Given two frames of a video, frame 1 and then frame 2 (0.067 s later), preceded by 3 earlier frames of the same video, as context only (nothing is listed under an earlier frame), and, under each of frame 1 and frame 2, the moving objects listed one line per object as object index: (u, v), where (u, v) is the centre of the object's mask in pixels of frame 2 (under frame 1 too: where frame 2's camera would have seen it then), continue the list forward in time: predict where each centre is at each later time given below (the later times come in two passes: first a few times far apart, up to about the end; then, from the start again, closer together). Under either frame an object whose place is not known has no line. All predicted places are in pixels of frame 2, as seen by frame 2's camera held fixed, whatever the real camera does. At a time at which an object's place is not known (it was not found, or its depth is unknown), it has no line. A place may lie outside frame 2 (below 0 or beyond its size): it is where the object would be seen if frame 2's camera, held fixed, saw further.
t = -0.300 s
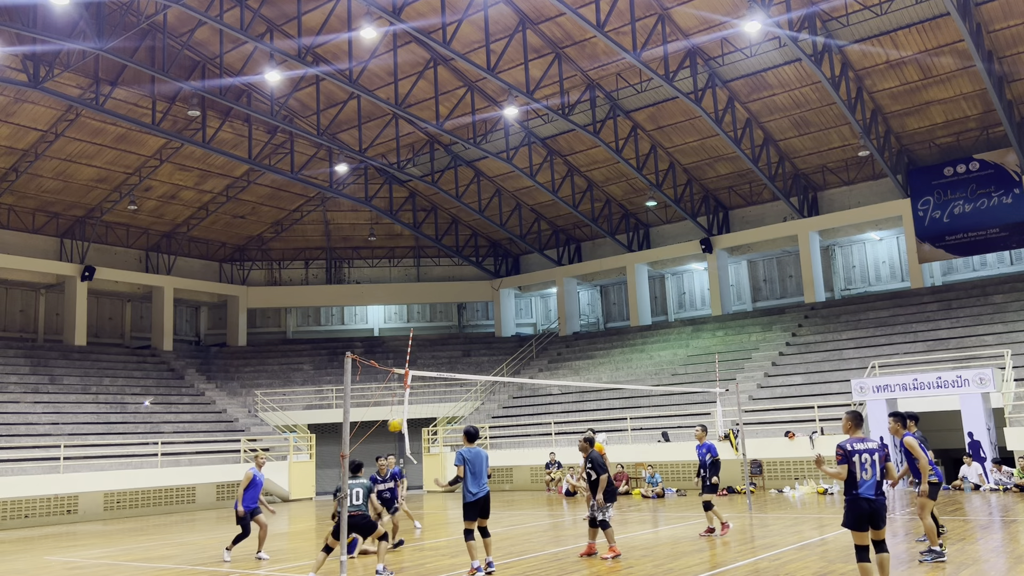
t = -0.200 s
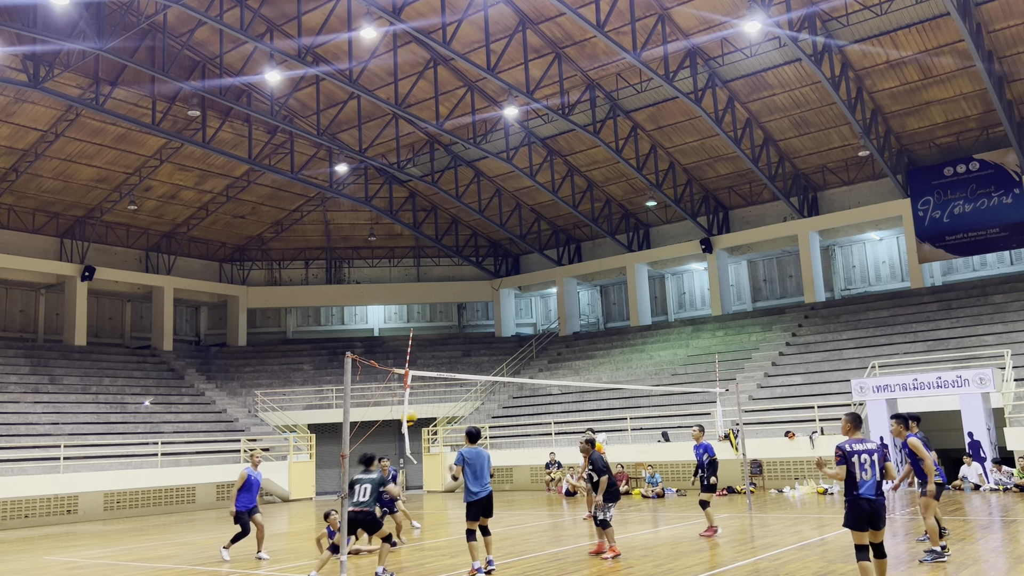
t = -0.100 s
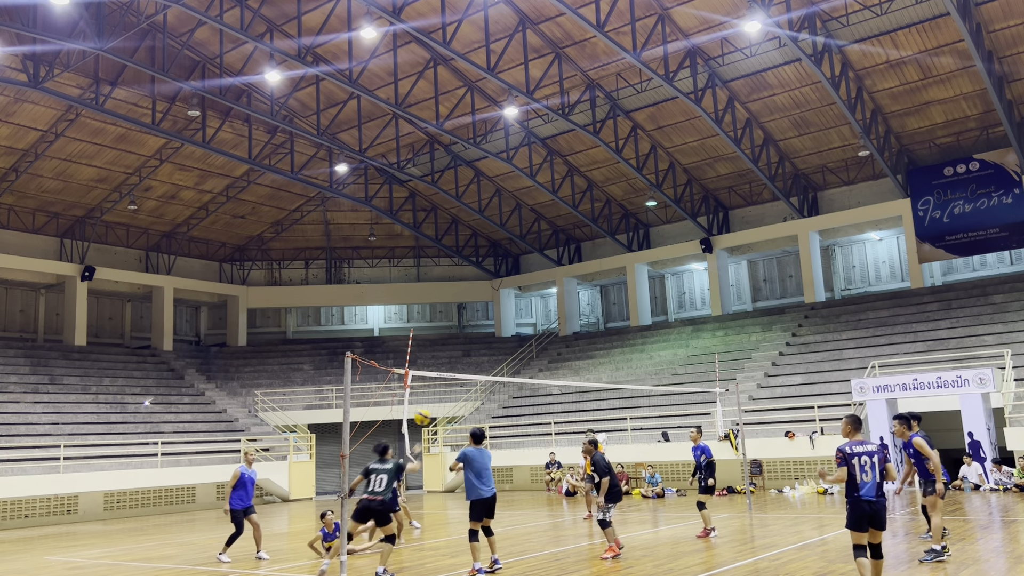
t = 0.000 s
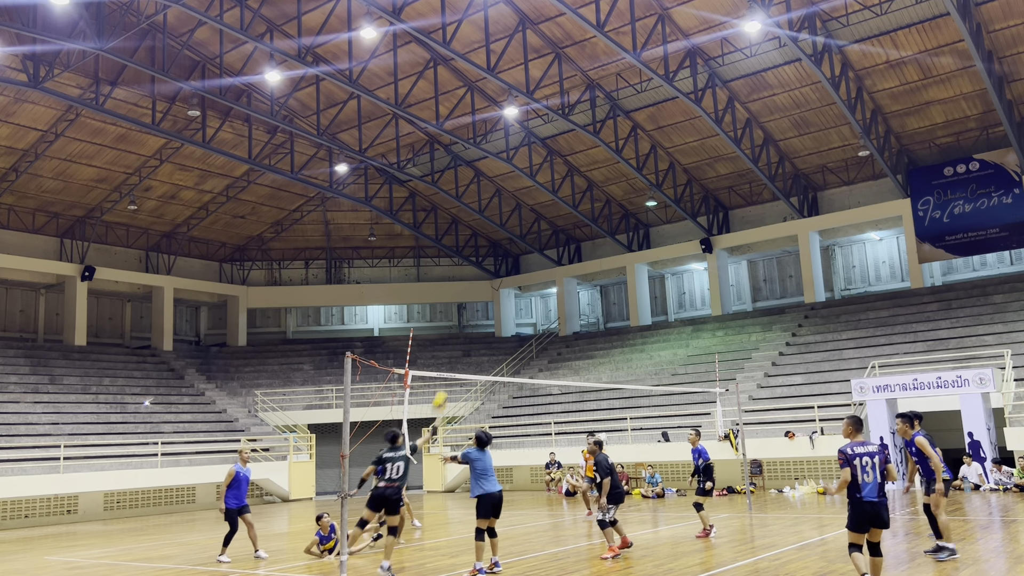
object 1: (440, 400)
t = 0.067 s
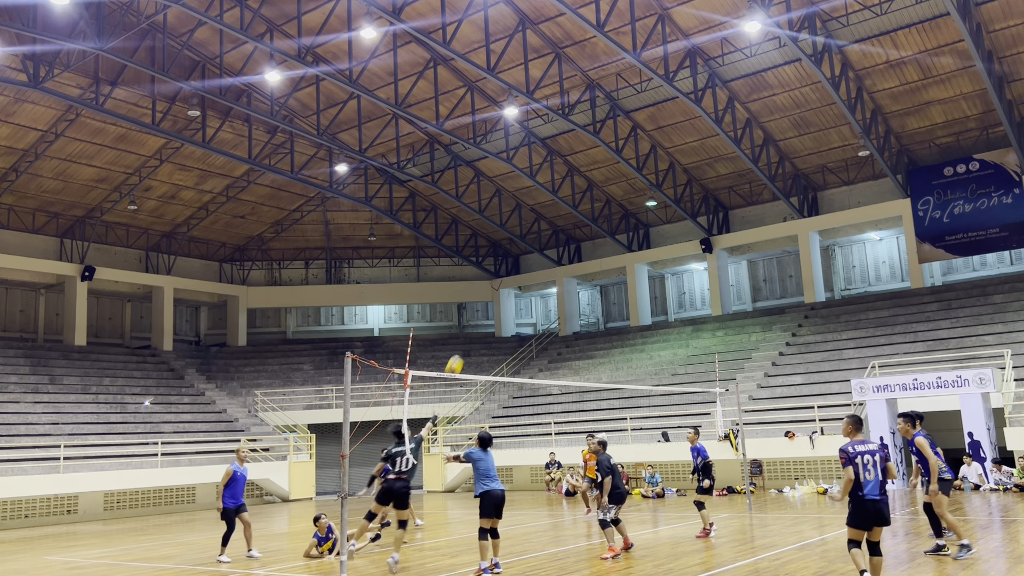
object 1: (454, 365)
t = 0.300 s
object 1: (499, 277)
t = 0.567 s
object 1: (543, 232)
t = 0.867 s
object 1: (586, 233)
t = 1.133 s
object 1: (622, 273)
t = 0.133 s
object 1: (468, 335)
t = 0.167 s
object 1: (474, 322)
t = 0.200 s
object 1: (481, 309)
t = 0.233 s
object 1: (487, 297)
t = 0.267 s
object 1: (493, 286)
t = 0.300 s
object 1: (499, 277)
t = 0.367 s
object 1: (510, 261)
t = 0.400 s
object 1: (516, 254)
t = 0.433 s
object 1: (522, 248)
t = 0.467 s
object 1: (527, 243)
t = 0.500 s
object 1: (533, 239)
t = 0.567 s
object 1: (543, 232)
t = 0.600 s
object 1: (548, 229)
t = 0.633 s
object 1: (553, 228)
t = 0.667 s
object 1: (558, 227)
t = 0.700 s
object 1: (563, 226)
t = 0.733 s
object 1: (568, 226)
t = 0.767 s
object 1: (572, 227)
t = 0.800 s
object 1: (577, 229)
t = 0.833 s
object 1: (582, 231)
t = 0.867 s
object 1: (586, 233)
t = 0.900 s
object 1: (591, 236)
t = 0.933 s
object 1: (595, 240)
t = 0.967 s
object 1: (600, 244)
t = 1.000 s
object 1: (605, 248)
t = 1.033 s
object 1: (609, 253)
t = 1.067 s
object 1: (613, 259)
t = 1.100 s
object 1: (618, 266)
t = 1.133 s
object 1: (622, 273)
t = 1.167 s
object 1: (626, 280)
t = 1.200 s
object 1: (630, 287)
